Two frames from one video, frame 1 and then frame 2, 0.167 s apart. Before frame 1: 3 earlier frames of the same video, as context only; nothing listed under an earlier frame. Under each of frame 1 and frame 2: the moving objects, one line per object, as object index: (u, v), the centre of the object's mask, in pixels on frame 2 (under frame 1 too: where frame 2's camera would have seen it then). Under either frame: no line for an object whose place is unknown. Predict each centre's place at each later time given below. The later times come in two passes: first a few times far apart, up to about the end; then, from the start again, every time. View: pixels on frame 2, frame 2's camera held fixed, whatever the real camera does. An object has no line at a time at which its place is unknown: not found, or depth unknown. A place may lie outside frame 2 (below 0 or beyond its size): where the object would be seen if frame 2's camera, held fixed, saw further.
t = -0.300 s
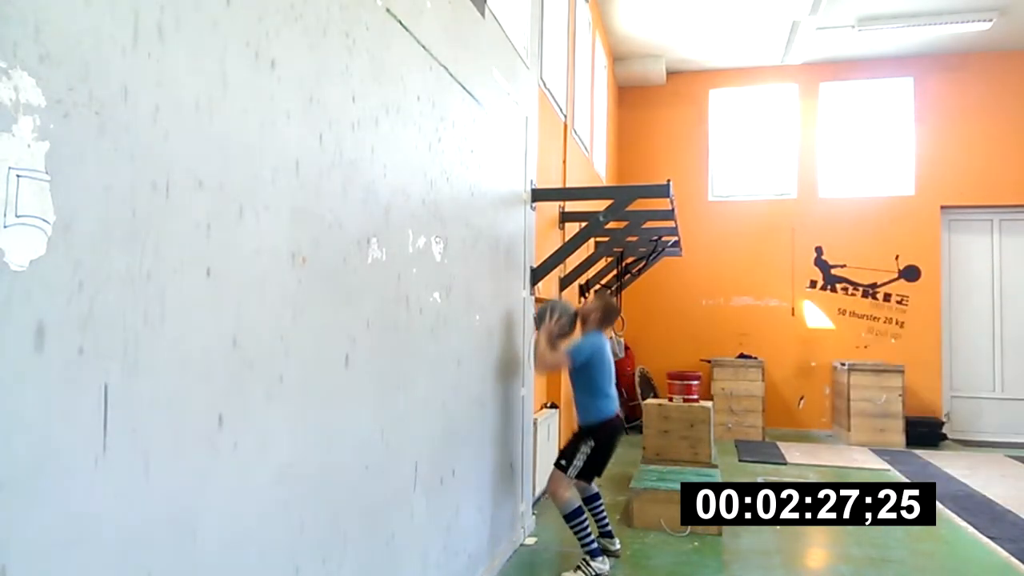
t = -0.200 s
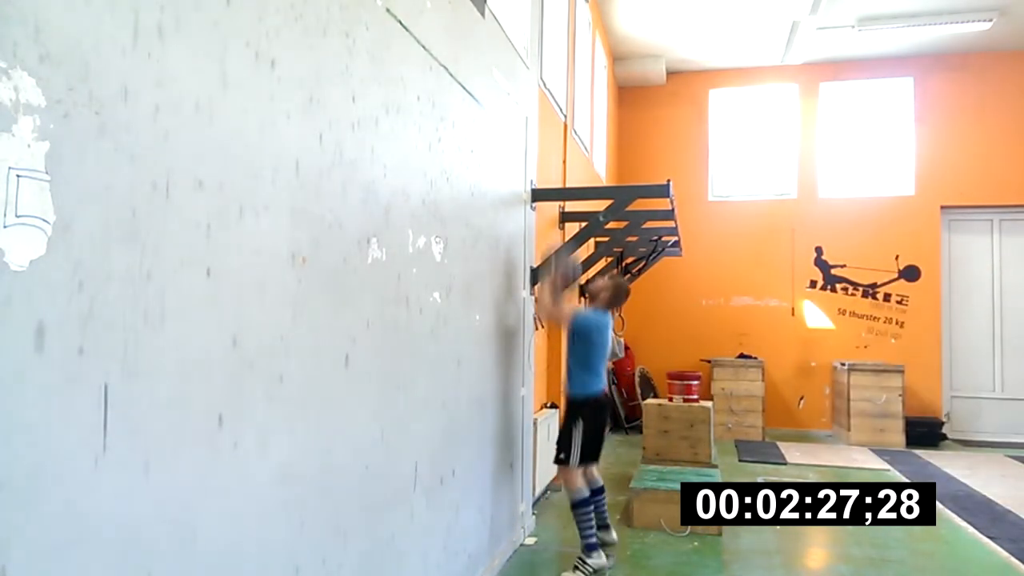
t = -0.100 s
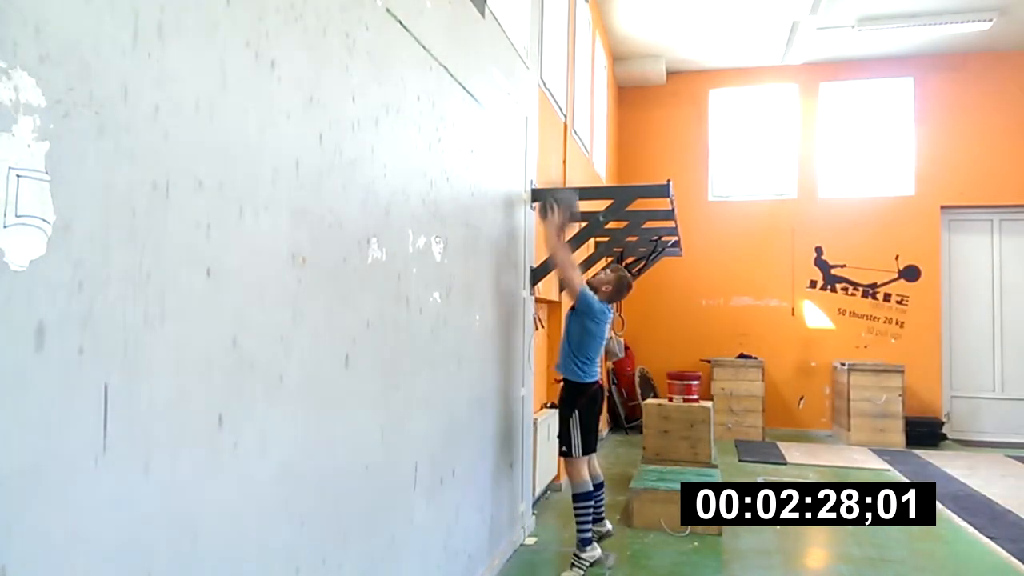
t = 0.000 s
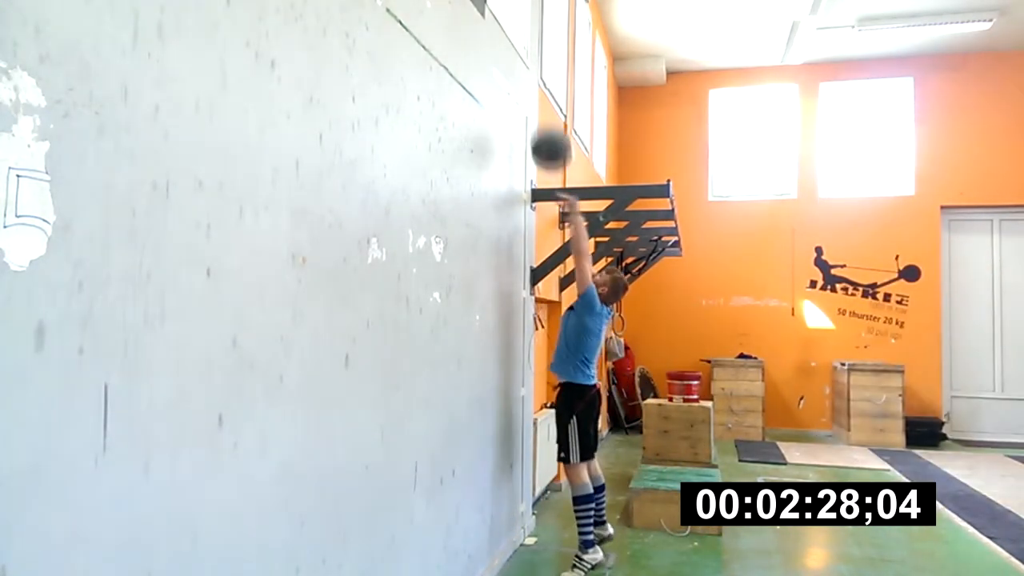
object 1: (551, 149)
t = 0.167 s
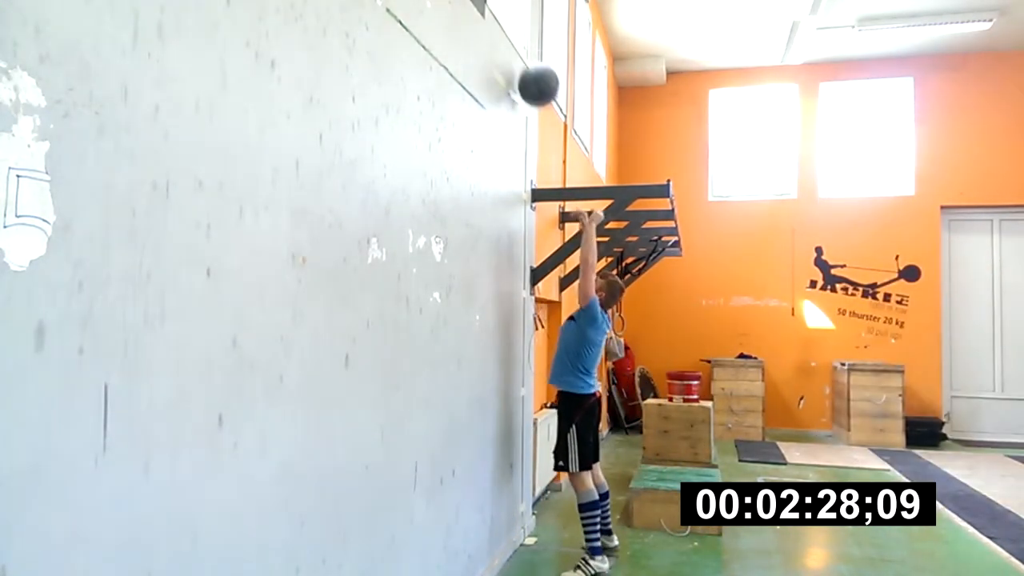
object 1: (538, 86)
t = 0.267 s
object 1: (533, 71)
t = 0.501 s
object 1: (546, 101)
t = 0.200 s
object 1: (535, 78)
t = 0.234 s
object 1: (533, 73)
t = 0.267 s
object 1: (533, 71)
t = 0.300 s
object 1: (534, 70)
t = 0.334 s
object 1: (536, 71)
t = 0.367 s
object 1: (538, 73)
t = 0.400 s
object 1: (540, 77)
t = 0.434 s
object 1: (542, 83)
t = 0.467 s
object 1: (544, 90)
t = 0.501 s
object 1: (546, 101)
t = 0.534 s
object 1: (547, 112)
